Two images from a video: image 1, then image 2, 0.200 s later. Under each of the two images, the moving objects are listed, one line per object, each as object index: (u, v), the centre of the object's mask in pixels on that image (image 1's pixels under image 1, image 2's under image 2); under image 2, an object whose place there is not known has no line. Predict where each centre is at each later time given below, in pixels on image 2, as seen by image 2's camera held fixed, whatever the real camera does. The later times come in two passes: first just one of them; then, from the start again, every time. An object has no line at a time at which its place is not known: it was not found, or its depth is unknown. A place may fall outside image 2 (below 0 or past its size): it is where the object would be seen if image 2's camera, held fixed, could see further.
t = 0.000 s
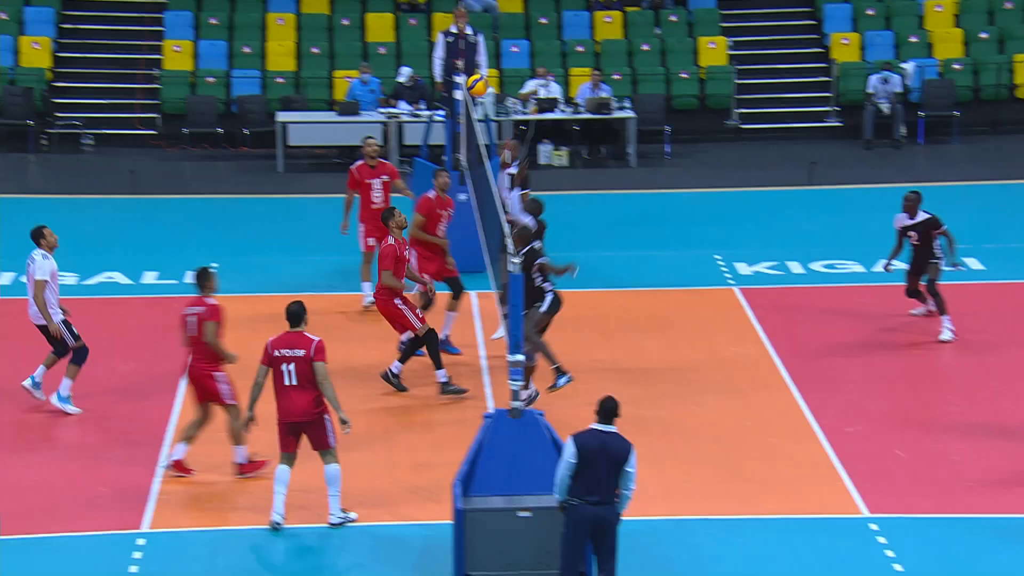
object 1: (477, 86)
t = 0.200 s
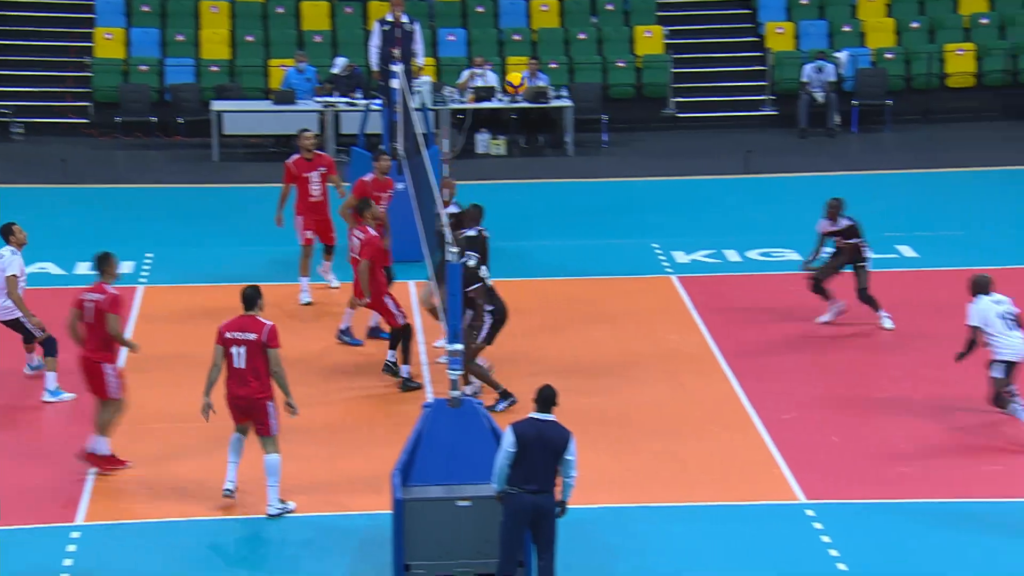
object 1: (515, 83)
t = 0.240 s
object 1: (535, 91)
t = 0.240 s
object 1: (535, 91)
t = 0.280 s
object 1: (553, 97)
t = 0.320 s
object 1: (572, 107)
